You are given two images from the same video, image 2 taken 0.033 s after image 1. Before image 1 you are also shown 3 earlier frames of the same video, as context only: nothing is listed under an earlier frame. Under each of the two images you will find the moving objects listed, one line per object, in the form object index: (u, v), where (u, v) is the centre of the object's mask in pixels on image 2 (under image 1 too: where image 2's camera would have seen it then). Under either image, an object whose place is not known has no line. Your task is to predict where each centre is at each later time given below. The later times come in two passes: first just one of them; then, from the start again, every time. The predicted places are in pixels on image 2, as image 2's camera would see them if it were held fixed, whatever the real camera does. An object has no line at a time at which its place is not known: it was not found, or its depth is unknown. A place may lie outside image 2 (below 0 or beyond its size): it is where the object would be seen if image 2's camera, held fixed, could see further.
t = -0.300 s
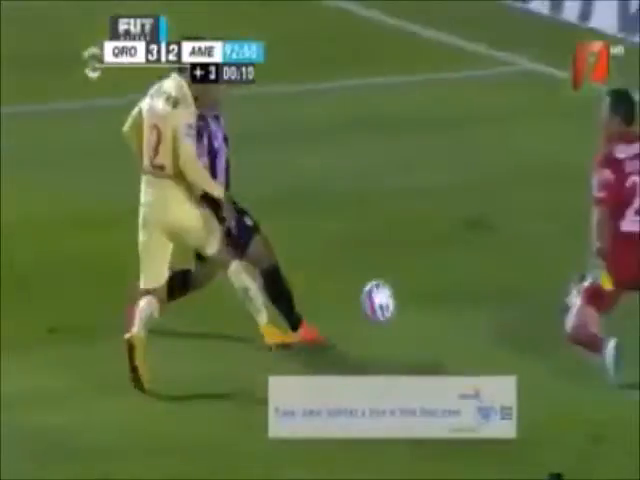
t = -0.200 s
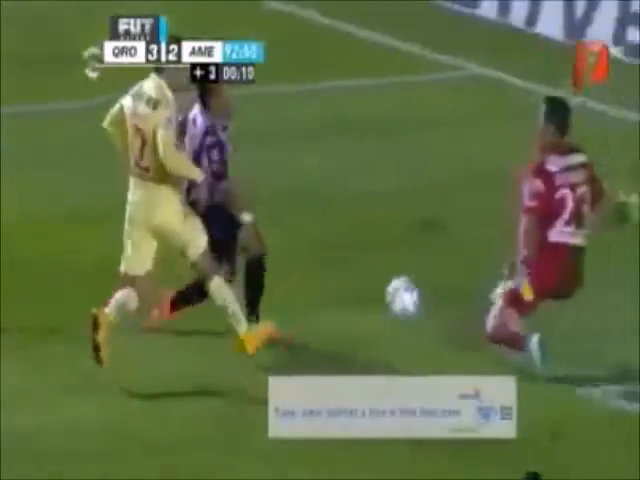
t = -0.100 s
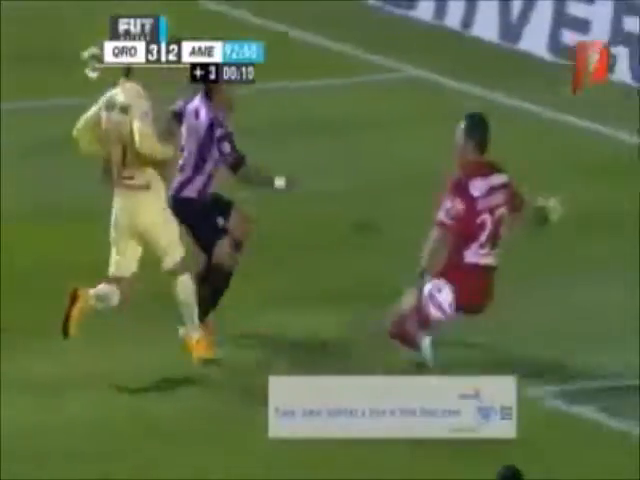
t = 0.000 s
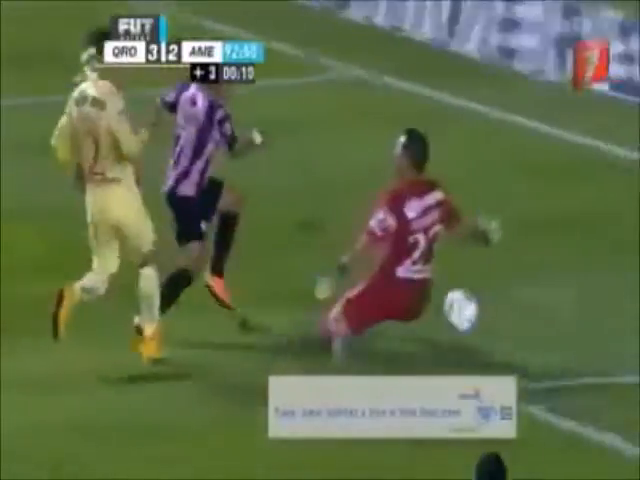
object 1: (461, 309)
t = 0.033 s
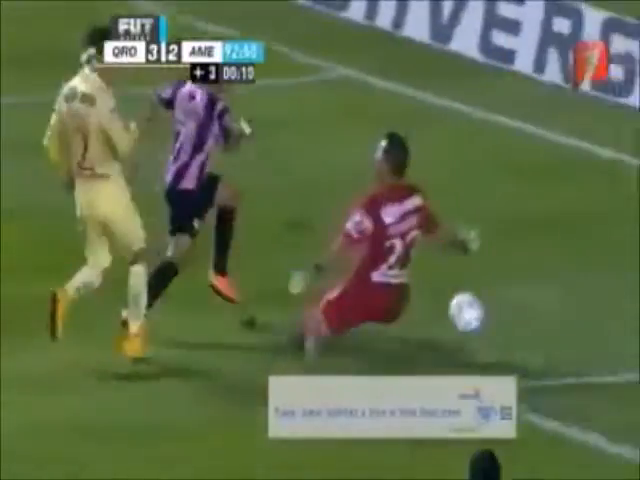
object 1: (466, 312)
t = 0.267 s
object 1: (502, 358)
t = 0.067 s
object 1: (473, 316)
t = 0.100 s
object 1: (479, 320)
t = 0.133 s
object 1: (484, 324)
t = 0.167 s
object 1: (494, 337)
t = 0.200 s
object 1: (498, 345)
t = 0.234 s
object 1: (500, 353)
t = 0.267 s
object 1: (502, 358)
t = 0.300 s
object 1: (504, 366)
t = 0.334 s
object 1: (507, 371)
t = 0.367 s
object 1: (509, 375)
